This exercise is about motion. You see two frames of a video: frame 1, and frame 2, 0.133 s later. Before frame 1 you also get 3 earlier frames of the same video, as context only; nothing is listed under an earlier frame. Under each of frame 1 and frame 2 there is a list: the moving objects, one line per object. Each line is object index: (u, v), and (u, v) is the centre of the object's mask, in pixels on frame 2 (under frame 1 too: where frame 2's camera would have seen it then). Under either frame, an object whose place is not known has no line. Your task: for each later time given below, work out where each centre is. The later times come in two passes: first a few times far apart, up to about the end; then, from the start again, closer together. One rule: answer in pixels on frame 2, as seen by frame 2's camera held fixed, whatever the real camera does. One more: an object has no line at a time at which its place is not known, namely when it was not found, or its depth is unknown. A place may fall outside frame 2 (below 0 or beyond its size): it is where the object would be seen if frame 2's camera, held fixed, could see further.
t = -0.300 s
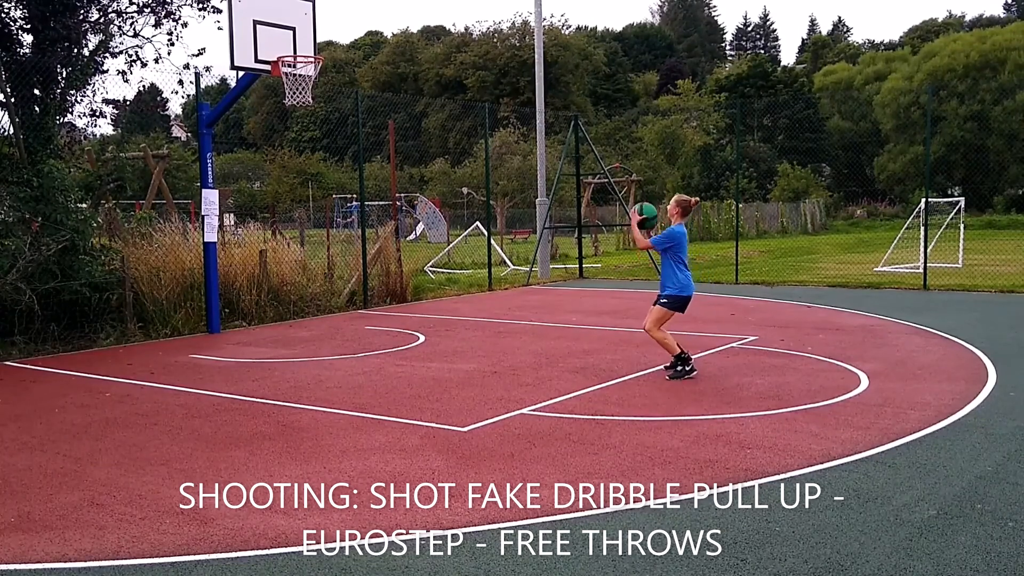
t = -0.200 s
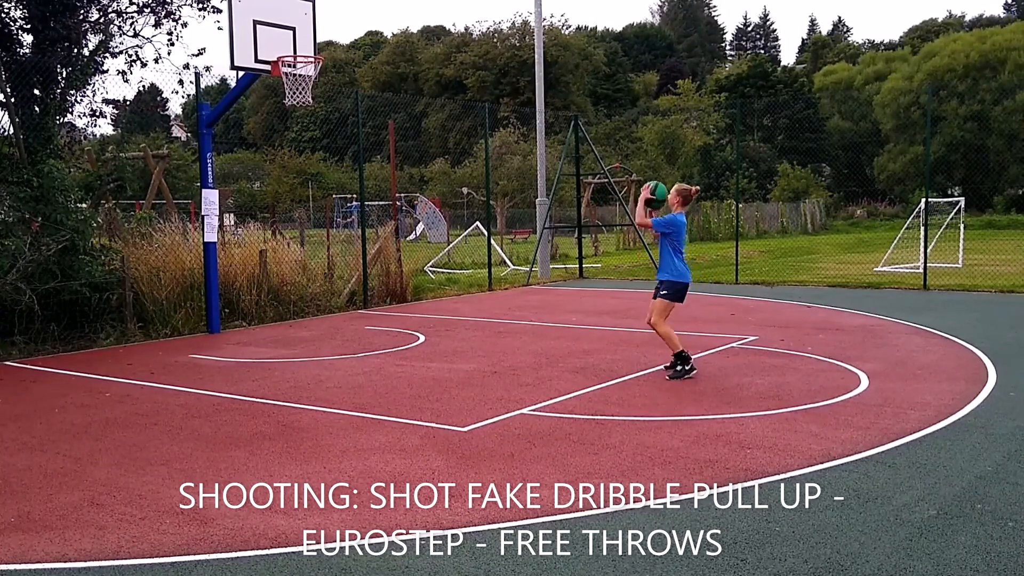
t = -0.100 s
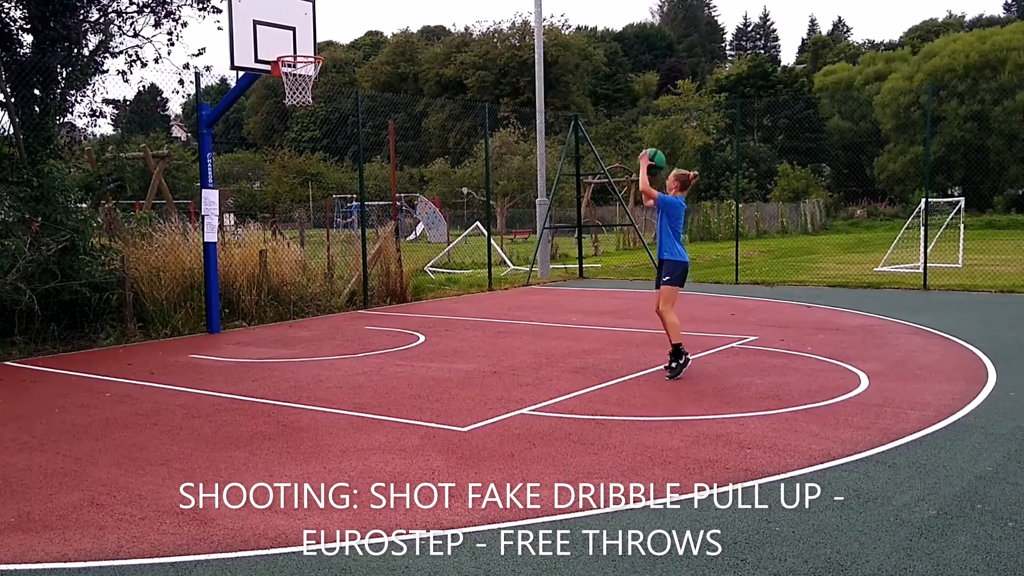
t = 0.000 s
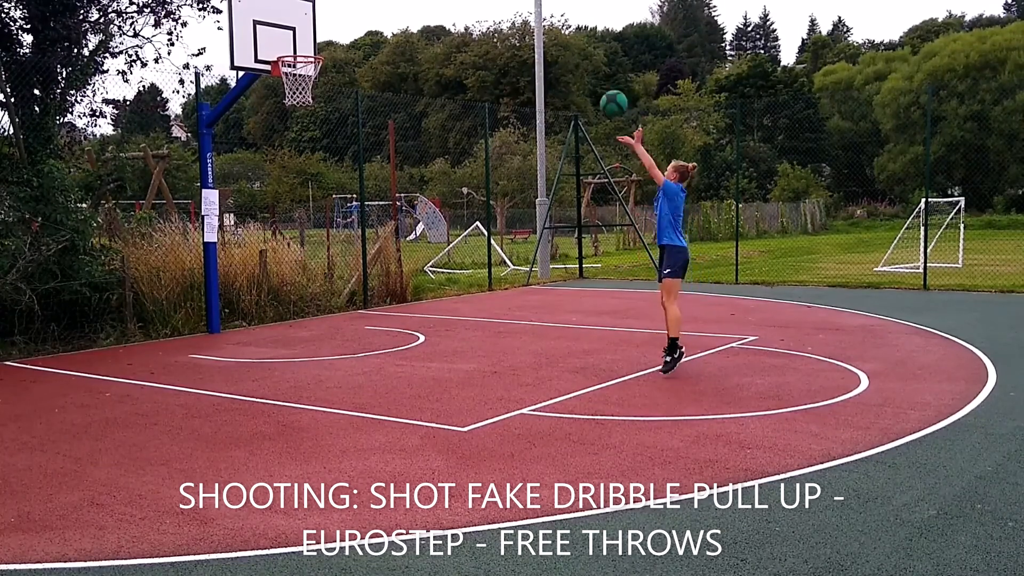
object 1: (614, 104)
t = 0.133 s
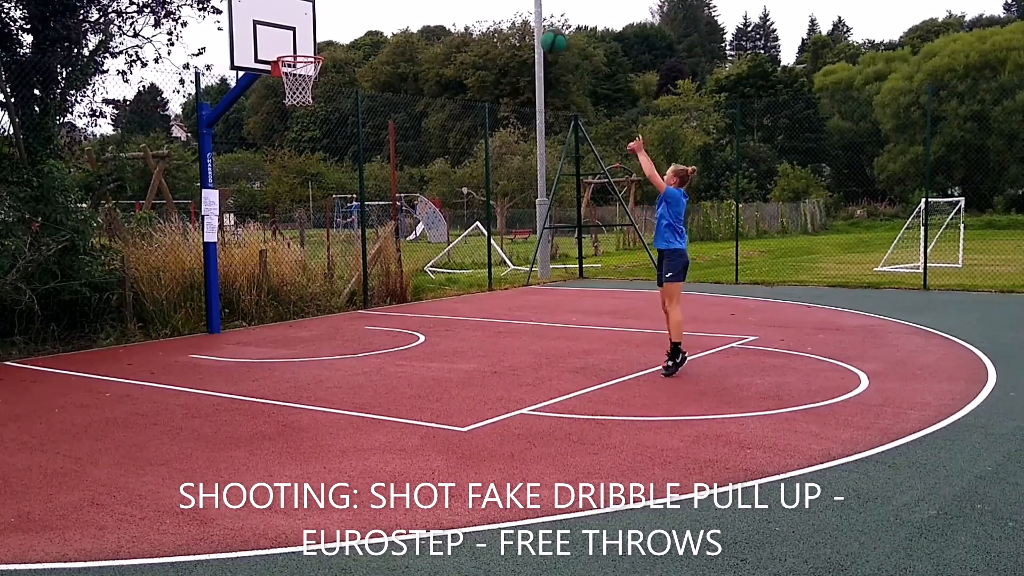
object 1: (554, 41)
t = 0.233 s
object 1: (511, 10)
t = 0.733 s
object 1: (329, 12)
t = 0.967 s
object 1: (305, 50)
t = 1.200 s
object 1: (277, 34)
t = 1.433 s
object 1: (299, 61)
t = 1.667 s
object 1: (318, 98)
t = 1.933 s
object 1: (324, 166)
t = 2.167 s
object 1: (332, 279)
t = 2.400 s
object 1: (322, 270)
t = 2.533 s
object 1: (308, 223)
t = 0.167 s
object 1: (539, 29)
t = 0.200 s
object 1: (524, 18)
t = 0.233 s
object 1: (511, 10)
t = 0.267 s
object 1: (497, 6)
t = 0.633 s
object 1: (362, 1)
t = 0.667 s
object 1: (350, 4)
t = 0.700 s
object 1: (340, 7)
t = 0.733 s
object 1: (329, 12)
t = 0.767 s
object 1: (319, 20)
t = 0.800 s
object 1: (308, 30)
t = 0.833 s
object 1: (298, 41)
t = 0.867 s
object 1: (288, 49)
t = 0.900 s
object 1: (296, 57)
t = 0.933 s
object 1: (308, 58)
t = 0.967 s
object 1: (305, 50)
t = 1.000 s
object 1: (302, 48)
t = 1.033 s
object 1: (298, 46)
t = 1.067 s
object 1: (294, 42)
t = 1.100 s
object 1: (289, 38)
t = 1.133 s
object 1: (285, 36)
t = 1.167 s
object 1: (281, 34)
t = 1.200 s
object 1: (277, 34)
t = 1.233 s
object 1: (273, 35)
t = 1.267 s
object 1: (276, 36)
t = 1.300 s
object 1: (281, 39)
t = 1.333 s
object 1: (285, 43)
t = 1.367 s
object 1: (289, 46)
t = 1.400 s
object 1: (294, 49)
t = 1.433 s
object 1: (299, 61)
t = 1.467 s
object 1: (303, 68)
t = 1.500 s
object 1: (308, 76)
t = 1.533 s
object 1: (313, 83)
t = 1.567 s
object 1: (315, 84)
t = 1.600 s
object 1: (316, 95)
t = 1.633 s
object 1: (317, 96)
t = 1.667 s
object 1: (318, 98)
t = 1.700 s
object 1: (318, 101)
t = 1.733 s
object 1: (318, 108)
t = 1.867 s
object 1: (321, 143)
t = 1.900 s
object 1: (323, 154)
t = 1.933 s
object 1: (324, 166)
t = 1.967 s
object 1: (324, 178)
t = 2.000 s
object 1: (325, 193)
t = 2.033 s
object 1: (327, 209)
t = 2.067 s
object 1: (328, 225)
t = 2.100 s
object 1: (329, 242)
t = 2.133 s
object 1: (330, 260)
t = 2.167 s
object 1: (332, 279)
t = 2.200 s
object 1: (334, 299)
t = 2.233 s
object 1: (335, 320)
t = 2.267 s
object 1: (335, 331)
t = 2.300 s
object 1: (331, 314)
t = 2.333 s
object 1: (329, 298)
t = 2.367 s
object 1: (325, 283)
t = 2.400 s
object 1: (322, 270)
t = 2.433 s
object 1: (318, 256)
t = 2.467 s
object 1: (314, 244)
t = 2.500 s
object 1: (311, 233)
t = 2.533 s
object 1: (308, 223)
